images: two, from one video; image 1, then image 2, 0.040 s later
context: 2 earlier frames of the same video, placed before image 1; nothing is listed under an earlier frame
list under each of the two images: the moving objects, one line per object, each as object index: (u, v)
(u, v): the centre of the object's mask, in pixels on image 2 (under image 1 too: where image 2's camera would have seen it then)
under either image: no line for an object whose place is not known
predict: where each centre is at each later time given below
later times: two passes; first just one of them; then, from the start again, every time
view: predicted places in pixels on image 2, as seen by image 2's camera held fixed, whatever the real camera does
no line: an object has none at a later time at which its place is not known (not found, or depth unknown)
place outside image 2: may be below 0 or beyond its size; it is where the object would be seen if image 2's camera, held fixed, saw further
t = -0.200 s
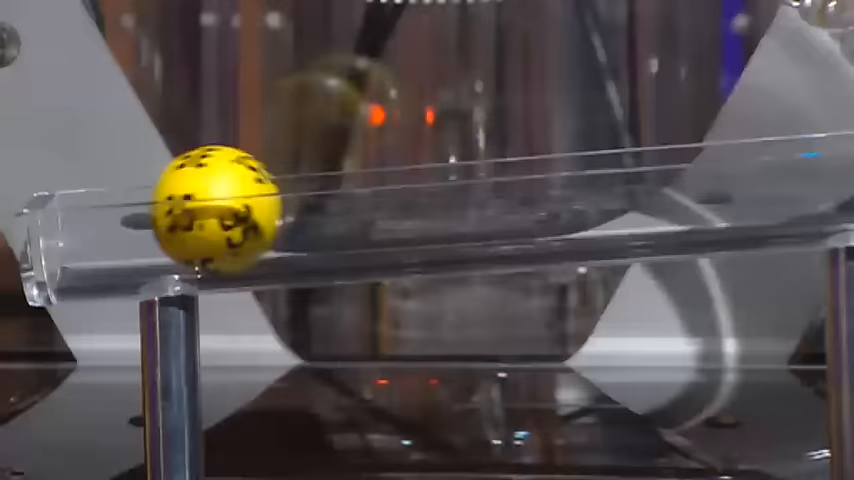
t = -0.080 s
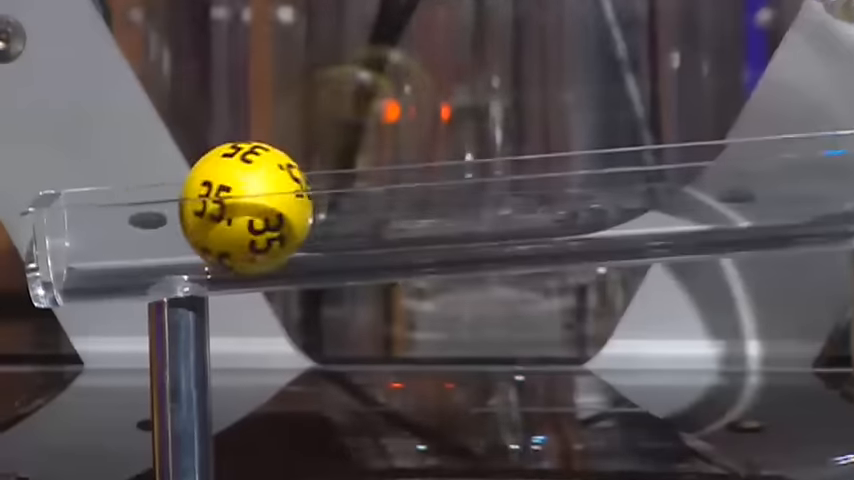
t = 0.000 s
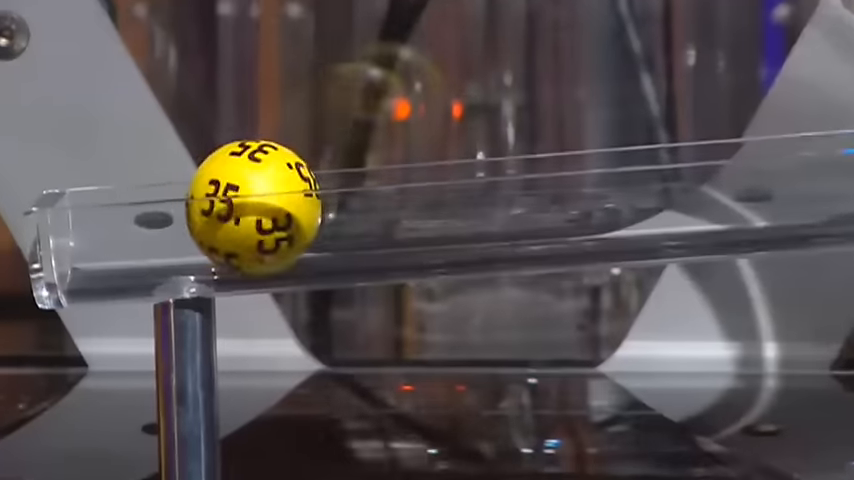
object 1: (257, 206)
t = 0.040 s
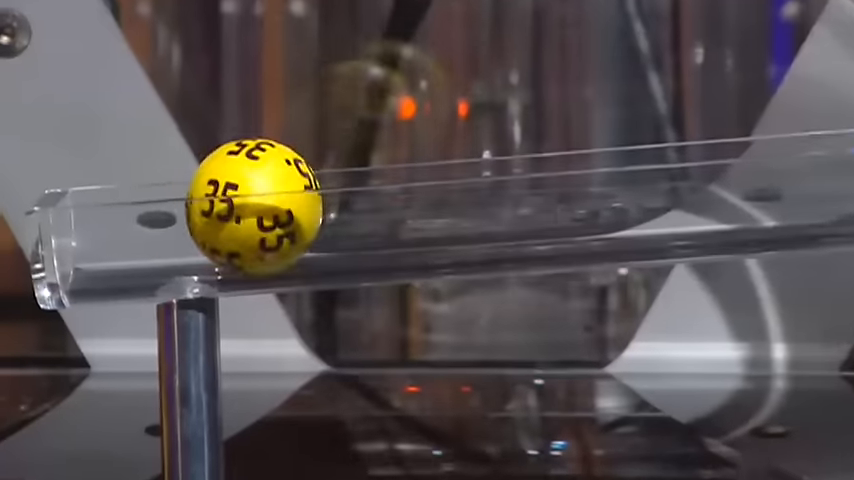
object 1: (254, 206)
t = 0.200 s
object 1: (212, 209)
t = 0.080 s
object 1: (248, 207)
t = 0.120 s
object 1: (238, 207)
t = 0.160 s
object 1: (227, 208)
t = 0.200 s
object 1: (212, 209)
